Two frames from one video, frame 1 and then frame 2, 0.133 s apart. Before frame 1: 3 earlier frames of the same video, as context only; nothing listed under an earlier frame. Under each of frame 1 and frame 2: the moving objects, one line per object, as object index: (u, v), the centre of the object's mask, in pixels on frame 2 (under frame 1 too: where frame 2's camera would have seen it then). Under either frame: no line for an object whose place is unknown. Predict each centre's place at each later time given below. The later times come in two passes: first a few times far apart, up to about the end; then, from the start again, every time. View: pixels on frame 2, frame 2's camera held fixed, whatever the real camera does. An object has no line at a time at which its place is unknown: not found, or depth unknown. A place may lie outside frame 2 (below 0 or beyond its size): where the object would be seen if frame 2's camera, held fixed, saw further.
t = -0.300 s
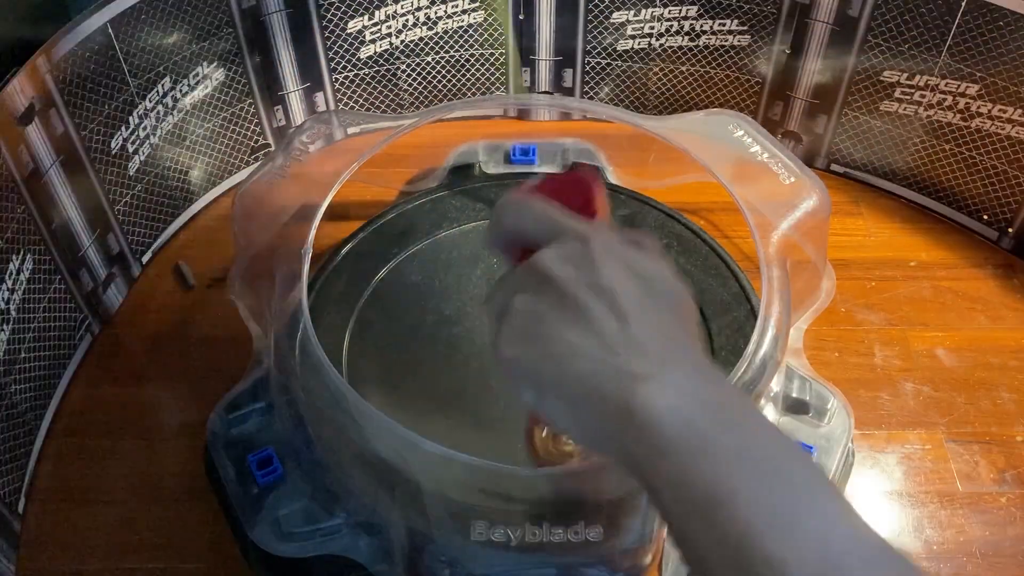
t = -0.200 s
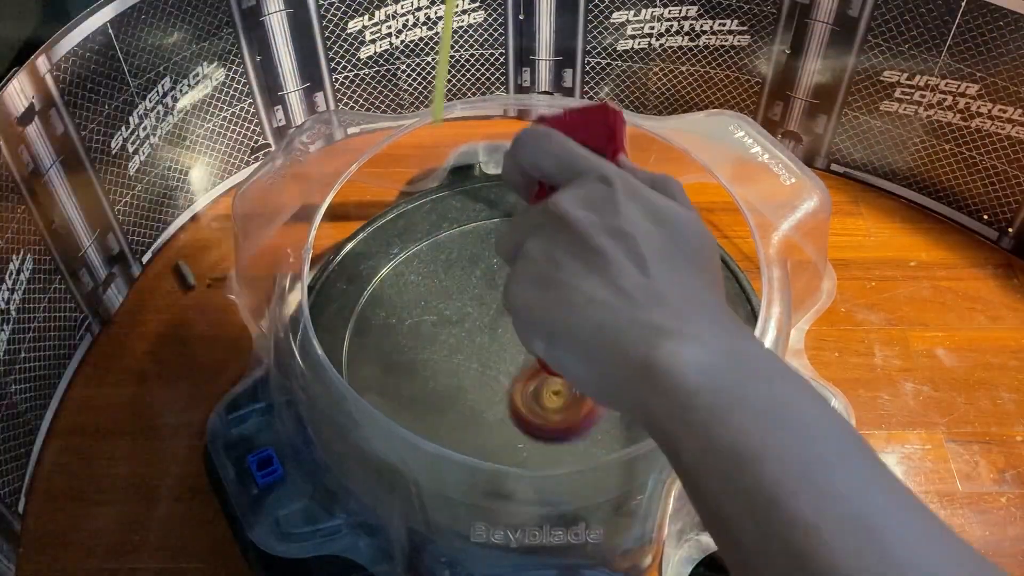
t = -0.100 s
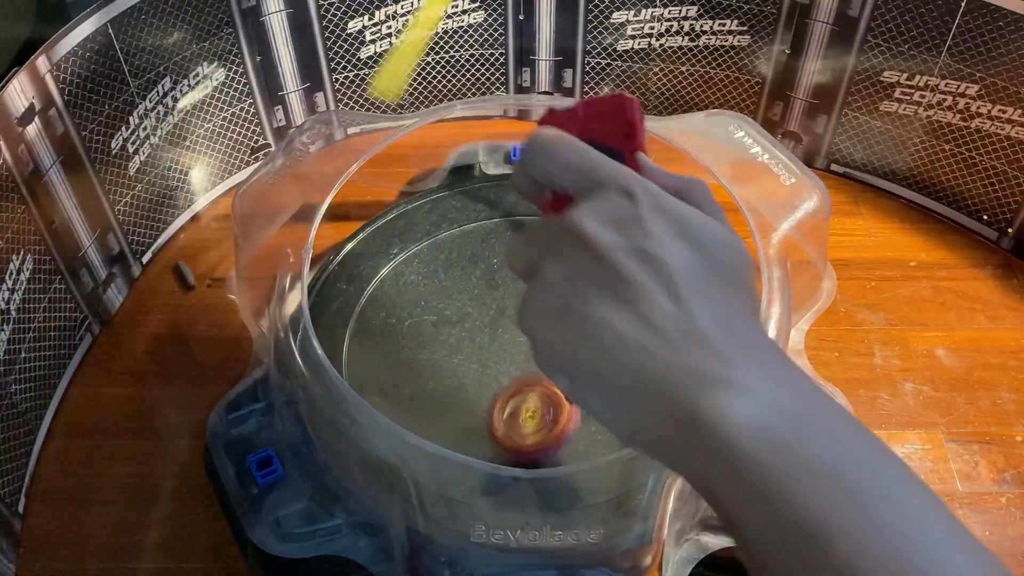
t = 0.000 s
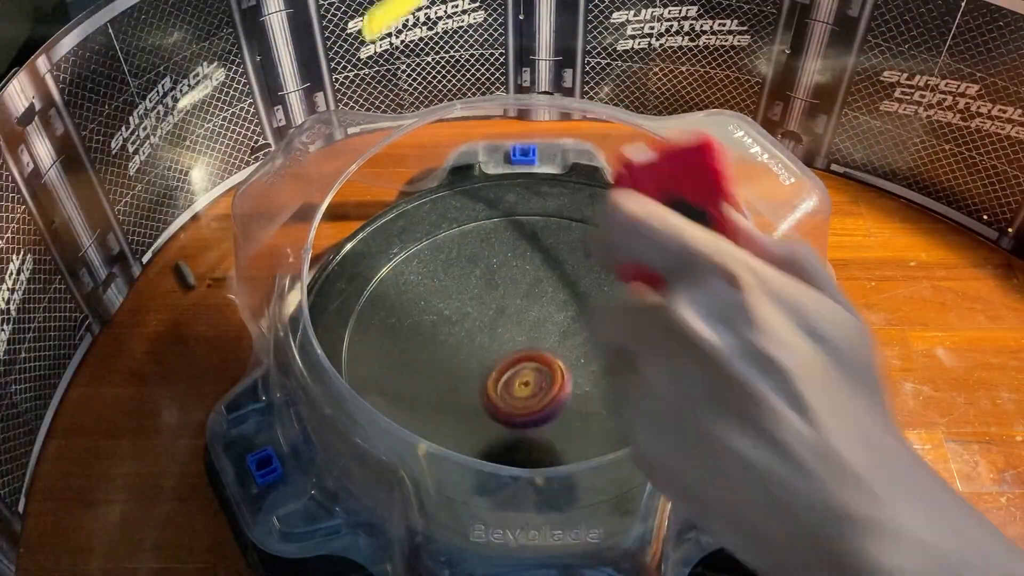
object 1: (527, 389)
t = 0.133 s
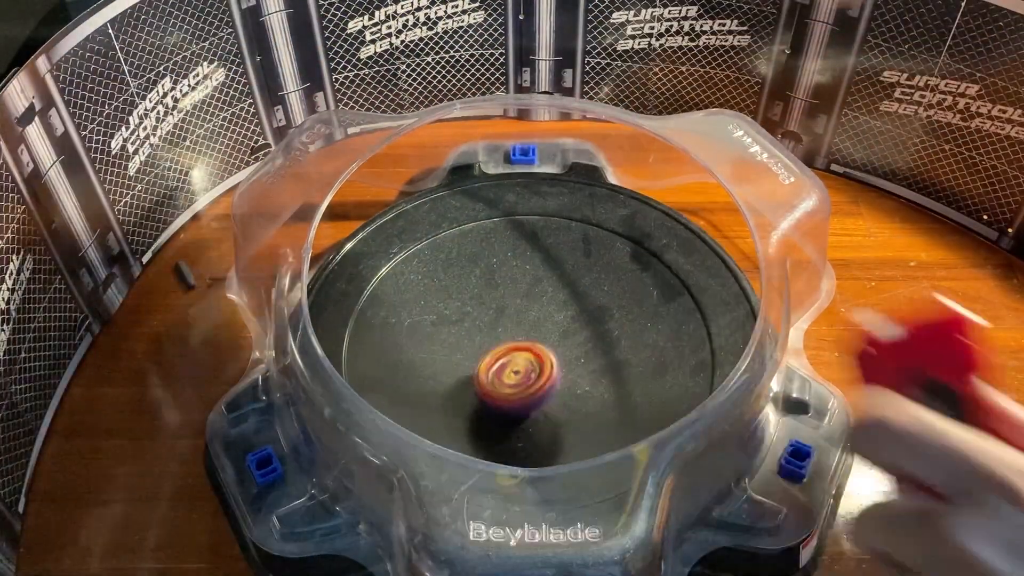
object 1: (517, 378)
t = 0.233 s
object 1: (519, 371)
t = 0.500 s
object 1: (513, 409)
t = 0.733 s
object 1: (563, 427)
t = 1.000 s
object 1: (512, 363)
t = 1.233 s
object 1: (428, 368)
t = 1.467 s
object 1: (468, 402)
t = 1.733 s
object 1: (492, 322)
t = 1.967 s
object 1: (443, 314)
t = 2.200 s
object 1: (476, 338)
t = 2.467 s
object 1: (519, 292)
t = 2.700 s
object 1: (502, 312)
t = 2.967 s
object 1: (559, 316)
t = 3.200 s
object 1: (550, 303)
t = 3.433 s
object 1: (525, 321)
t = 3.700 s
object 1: (564, 366)
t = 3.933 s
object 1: (566, 351)
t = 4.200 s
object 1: (536, 343)
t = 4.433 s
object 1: (542, 345)
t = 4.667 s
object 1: (541, 356)
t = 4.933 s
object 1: (522, 360)
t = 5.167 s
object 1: (512, 350)
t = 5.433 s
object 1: (509, 340)
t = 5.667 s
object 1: (515, 332)
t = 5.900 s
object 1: (524, 330)
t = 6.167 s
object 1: (533, 333)
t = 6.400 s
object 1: (537, 339)
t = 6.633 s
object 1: (538, 344)
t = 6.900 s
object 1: (534, 349)
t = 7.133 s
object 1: (527, 353)
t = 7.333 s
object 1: (524, 353)
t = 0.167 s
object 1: (517, 374)
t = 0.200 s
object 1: (519, 374)
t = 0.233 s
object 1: (519, 371)
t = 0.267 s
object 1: (518, 373)
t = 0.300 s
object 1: (517, 376)
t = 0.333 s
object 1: (516, 379)
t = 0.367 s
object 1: (515, 384)
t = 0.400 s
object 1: (514, 389)
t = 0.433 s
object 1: (513, 395)
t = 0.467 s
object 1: (513, 402)
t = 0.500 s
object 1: (513, 409)
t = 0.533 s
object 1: (515, 417)
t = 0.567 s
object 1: (519, 423)
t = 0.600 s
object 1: (526, 429)
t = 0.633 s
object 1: (535, 431)
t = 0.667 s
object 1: (545, 432)
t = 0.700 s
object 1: (554, 430)
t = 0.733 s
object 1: (563, 427)
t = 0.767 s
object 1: (569, 421)
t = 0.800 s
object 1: (570, 413)
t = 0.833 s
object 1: (567, 404)
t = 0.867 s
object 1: (561, 394)
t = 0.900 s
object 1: (552, 385)
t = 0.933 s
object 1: (540, 376)
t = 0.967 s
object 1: (527, 369)
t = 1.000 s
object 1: (512, 363)
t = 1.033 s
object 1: (497, 359)
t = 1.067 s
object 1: (483, 356)
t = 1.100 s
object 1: (469, 356)
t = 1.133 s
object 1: (456, 357)
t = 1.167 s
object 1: (445, 360)
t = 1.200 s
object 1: (435, 363)
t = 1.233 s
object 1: (428, 368)
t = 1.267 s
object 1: (424, 374)
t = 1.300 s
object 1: (422, 382)
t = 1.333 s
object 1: (424, 389)
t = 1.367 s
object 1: (431, 396)
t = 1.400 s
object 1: (442, 401)
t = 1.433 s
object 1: (454, 404)
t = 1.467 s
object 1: (468, 402)
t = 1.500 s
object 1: (480, 398)
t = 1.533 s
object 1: (490, 390)
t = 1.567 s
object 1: (497, 380)
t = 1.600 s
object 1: (501, 369)
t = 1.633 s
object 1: (503, 357)
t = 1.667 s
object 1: (502, 344)
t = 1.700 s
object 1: (498, 333)
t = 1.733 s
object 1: (492, 322)
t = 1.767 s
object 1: (485, 313)
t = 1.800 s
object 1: (476, 307)
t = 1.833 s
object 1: (467, 303)
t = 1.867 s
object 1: (458, 302)
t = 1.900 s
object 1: (450, 304)
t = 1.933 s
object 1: (445, 308)
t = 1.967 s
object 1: (443, 314)
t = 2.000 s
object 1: (443, 320)
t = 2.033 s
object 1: (444, 327)
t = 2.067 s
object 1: (446, 333)
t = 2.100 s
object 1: (450, 337)
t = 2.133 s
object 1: (456, 339)
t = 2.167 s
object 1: (466, 339)
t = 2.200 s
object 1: (476, 338)
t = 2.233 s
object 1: (485, 336)
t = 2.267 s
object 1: (493, 331)
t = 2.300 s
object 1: (503, 324)
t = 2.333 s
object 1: (510, 318)
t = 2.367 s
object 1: (514, 312)
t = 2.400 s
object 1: (517, 305)
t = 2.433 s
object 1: (519, 297)
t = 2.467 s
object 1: (519, 292)
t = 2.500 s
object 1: (519, 290)
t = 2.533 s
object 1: (517, 291)
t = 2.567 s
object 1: (514, 294)
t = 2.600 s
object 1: (511, 298)
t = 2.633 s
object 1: (508, 303)
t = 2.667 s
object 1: (505, 308)
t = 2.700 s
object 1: (502, 312)
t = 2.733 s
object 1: (501, 315)
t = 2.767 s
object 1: (503, 319)
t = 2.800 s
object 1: (510, 322)
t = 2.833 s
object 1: (519, 324)
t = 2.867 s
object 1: (530, 325)
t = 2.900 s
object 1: (541, 324)
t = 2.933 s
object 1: (551, 321)
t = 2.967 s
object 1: (559, 316)
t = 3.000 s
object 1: (565, 310)
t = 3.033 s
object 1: (566, 304)
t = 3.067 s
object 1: (564, 301)
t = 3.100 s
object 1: (561, 299)
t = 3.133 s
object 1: (558, 299)
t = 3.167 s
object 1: (554, 301)
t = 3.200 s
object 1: (550, 303)
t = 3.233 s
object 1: (545, 306)
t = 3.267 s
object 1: (541, 309)
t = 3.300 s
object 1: (536, 313)
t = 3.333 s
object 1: (532, 316)
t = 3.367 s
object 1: (529, 319)
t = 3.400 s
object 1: (526, 320)
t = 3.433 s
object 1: (525, 321)
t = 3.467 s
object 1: (525, 322)
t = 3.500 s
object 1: (527, 326)
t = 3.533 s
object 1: (529, 334)
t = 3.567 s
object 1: (532, 343)
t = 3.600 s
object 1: (538, 352)
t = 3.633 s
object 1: (546, 359)
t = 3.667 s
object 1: (555, 364)
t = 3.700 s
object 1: (564, 366)
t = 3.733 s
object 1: (571, 365)
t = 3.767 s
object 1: (576, 362)
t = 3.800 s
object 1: (578, 360)
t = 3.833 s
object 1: (576, 357)
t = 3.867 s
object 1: (575, 355)
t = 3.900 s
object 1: (571, 353)
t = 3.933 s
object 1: (566, 351)
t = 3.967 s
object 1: (561, 349)
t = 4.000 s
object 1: (556, 347)
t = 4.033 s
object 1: (550, 345)
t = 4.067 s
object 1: (546, 345)
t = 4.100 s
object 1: (541, 344)
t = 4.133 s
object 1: (538, 343)
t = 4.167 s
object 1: (537, 343)
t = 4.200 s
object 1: (536, 343)
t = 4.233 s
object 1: (536, 343)
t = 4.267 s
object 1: (537, 342)
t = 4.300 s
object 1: (538, 342)
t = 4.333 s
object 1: (539, 343)
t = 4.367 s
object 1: (540, 344)
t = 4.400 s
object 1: (541, 345)
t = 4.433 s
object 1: (542, 345)
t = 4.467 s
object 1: (543, 347)
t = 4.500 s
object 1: (543, 348)
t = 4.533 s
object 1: (543, 349)
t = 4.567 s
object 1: (543, 351)
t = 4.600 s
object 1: (542, 353)
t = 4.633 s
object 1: (541, 355)
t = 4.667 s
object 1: (541, 356)
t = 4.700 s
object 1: (538, 357)
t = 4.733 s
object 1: (537, 358)
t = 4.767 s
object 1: (535, 359)
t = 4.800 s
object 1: (532, 360)
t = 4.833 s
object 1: (530, 360)
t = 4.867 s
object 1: (527, 361)
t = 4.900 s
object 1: (525, 360)
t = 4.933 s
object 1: (522, 360)
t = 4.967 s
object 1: (520, 359)
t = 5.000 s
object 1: (518, 357)
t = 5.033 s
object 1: (516, 356)
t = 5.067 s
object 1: (515, 354)
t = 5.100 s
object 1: (514, 353)
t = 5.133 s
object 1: (513, 352)
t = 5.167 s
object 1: (512, 350)
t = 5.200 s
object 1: (511, 349)
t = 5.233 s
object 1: (510, 347)
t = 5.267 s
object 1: (509, 346)
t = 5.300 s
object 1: (509, 345)
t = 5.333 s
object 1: (509, 344)
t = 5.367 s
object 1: (509, 343)
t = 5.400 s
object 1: (508, 341)
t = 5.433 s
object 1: (509, 340)
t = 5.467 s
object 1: (509, 339)
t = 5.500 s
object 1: (511, 338)
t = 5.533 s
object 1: (511, 336)
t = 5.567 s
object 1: (513, 336)
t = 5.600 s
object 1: (513, 334)
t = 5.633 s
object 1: (514, 333)
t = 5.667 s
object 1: (515, 332)
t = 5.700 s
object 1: (516, 332)
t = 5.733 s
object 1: (517, 331)
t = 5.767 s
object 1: (519, 331)
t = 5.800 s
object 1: (520, 330)
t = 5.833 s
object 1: (521, 330)
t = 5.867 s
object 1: (522, 330)
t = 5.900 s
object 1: (524, 330)
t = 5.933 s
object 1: (525, 329)
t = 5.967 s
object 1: (526, 329)
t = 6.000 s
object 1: (527, 330)
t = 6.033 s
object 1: (529, 330)
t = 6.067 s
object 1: (529, 330)
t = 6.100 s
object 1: (531, 331)
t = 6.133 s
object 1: (531, 332)
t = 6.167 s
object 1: (533, 333)
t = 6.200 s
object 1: (533, 334)
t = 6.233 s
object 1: (534, 334)
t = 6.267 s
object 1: (535, 335)
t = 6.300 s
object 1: (535, 336)
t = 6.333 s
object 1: (536, 337)
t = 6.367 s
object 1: (536, 338)
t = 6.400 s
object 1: (537, 339)
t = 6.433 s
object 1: (537, 340)
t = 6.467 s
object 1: (538, 340)
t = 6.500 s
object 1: (538, 341)
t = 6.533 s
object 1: (538, 342)
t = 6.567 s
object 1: (538, 343)
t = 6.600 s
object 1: (538, 343)
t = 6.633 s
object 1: (538, 344)
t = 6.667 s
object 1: (537, 345)
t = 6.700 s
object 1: (537, 345)
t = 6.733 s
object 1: (537, 345)
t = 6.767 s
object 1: (536, 346)
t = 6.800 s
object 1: (535, 346)
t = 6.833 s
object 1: (535, 347)
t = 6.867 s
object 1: (535, 347)
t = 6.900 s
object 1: (534, 349)
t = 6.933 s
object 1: (532, 348)
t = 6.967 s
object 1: (531, 350)
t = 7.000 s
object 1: (530, 351)
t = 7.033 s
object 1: (530, 352)
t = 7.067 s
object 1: (529, 353)
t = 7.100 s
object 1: (528, 353)
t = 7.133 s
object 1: (527, 353)
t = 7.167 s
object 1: (527, 354)
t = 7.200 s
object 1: (527, 354)
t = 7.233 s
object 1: (526, 353)
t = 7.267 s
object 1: (525, 354)
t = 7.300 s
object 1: (525, 354)
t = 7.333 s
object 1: (524, 353)
